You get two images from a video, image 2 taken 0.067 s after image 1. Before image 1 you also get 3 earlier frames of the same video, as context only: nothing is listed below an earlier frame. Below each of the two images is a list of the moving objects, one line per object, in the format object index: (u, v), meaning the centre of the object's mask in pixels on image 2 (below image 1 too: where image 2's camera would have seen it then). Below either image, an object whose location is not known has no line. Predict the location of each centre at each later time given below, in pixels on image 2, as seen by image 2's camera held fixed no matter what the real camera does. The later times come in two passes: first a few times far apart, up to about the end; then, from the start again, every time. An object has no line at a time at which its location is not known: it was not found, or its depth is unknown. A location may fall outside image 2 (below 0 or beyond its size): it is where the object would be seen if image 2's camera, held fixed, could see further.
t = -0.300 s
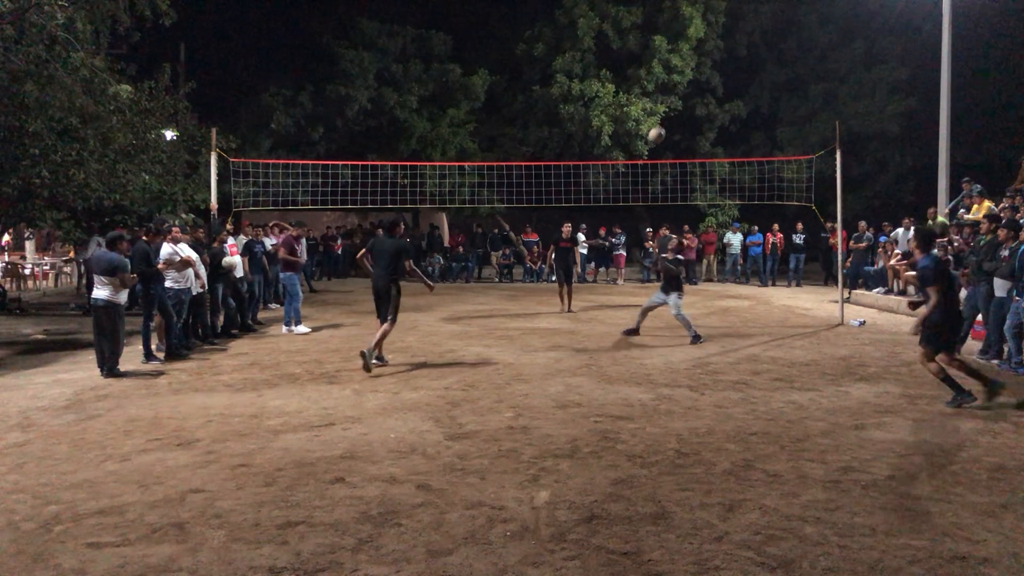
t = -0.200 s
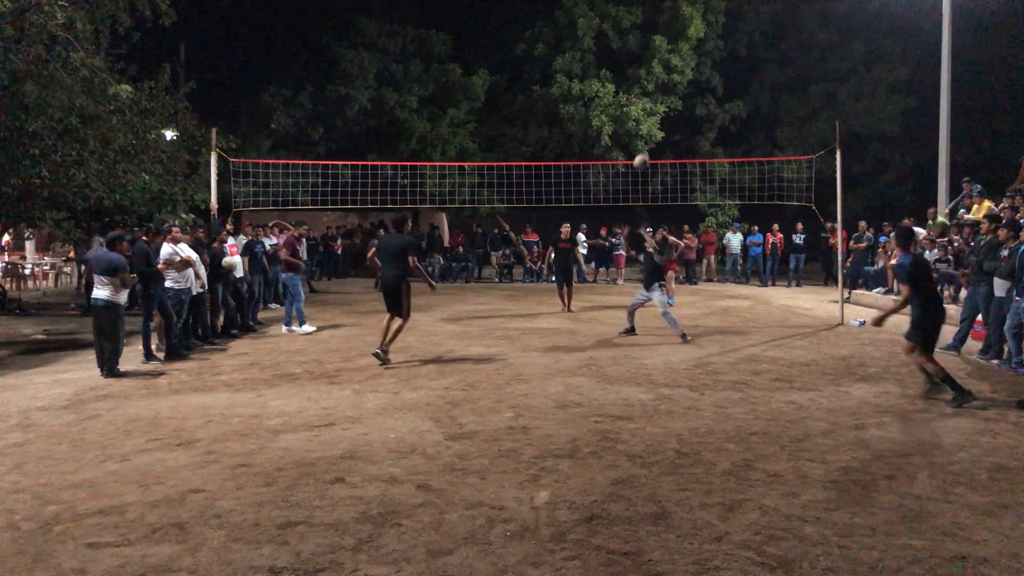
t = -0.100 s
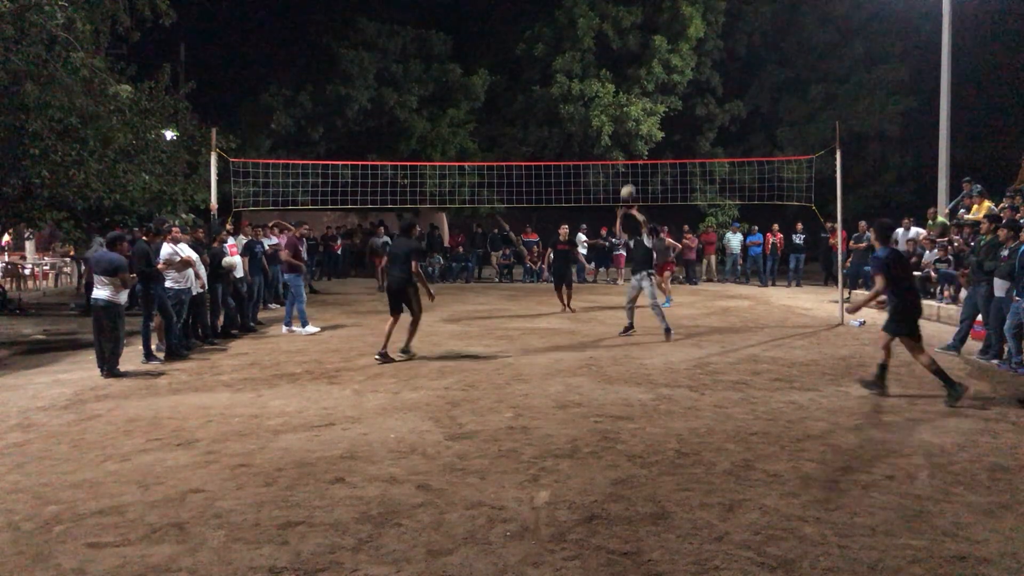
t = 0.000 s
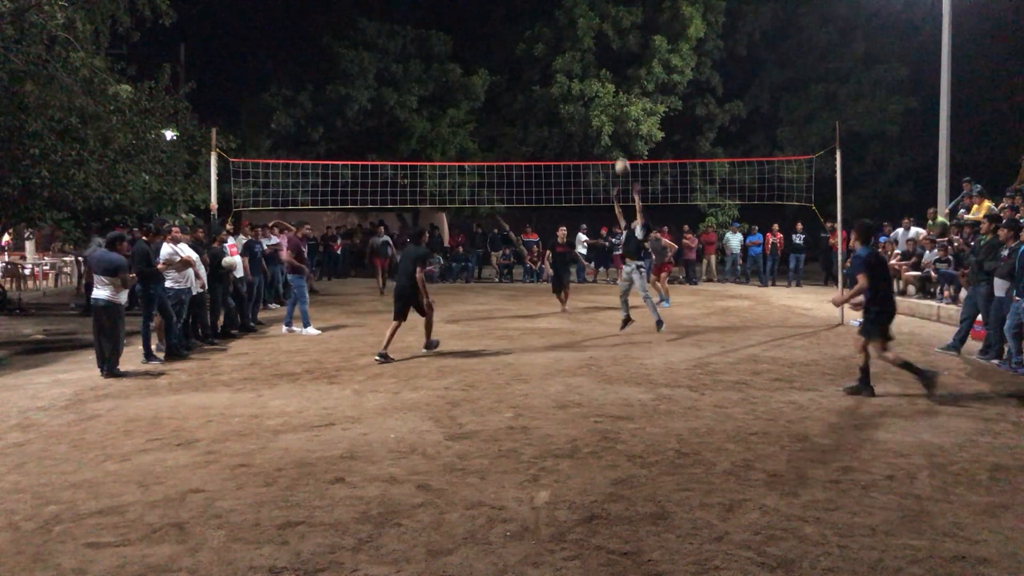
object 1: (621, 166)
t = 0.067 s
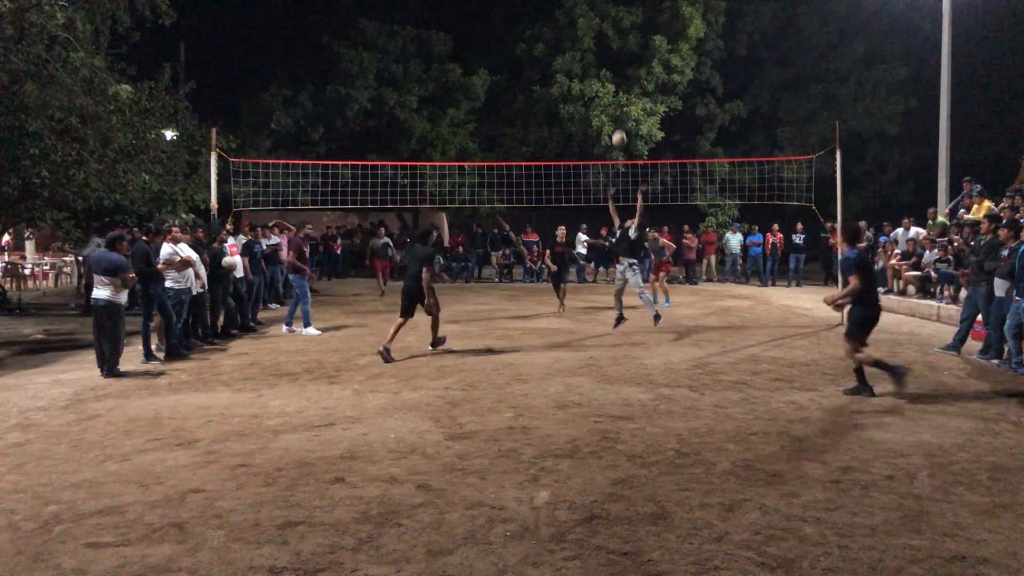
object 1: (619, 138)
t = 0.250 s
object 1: (611, 78)
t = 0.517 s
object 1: (600, 33)
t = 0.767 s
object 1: (590, 33)
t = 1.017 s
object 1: (579, 75)
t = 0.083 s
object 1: (618, 132)
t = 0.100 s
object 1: (617, 126)
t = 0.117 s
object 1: (616, 120)
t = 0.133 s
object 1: (615, 113)
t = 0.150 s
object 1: (615, 108)
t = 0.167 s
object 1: (614, 102)
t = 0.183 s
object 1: (613, 96)
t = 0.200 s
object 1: (612, 91)
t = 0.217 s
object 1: (612, 87)
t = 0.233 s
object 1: (612, 83)
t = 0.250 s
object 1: (611, 78)
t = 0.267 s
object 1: (610, 74)
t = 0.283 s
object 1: (609, 70)
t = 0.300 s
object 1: (609, 66)
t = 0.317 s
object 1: (608, 63)
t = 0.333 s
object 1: (607, 60)
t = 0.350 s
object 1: (607, 56)
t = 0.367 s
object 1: (606, 53)
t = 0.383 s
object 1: (605, 50)
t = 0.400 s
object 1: (605, 47)
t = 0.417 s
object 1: (604, 45)
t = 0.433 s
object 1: (603, 42)
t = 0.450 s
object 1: (602, 40)
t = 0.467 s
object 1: (602, 38)
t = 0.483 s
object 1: (601, 36)
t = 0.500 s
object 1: (600, 34)
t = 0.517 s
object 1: (600, 33)
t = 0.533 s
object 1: (599, 32)
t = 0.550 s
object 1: (598, 31)
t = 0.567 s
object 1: (597, 30)
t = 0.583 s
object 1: (597, 29)
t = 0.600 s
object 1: (596, 29)
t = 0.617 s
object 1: (596, 28)
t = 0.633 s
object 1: (595, 28)
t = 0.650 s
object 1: (594, 28)
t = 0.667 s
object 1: (594, 29)
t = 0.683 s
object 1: (593, 29)
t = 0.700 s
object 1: (592, 29)
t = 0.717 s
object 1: (592, 31)
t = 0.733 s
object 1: (591, 31)
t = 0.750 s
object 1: (590, 32)
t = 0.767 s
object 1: (590, 33)
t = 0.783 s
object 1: (589, 35)
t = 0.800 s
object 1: (588, 37)
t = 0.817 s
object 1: (587, 39)
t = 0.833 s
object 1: (587, 41)
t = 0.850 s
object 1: (586, 43)
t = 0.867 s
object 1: (585, 46)
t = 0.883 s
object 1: (585, 48)
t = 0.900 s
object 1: (584, 51)
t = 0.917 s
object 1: (583, 54)
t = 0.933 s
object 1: (583, 57)
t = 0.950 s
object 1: (582, 60)
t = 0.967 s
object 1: (581, 63)
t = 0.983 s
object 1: (581, 67)
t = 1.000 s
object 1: (580, 71)
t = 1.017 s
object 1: (579, 75)
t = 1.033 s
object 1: (578, 78)
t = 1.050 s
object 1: (578, 83)
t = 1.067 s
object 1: (577, 88)
